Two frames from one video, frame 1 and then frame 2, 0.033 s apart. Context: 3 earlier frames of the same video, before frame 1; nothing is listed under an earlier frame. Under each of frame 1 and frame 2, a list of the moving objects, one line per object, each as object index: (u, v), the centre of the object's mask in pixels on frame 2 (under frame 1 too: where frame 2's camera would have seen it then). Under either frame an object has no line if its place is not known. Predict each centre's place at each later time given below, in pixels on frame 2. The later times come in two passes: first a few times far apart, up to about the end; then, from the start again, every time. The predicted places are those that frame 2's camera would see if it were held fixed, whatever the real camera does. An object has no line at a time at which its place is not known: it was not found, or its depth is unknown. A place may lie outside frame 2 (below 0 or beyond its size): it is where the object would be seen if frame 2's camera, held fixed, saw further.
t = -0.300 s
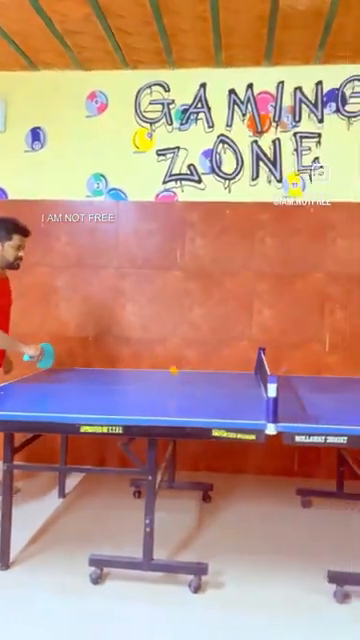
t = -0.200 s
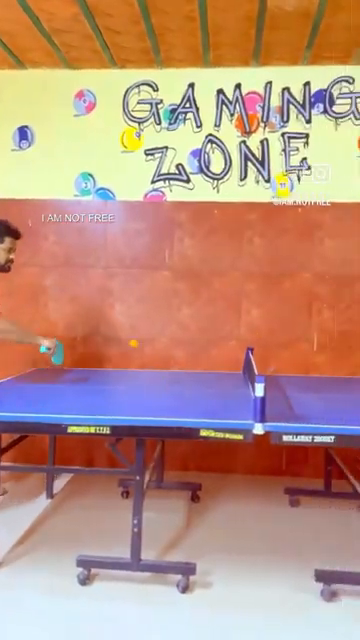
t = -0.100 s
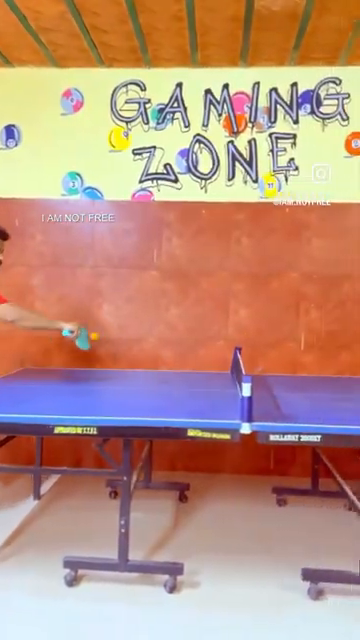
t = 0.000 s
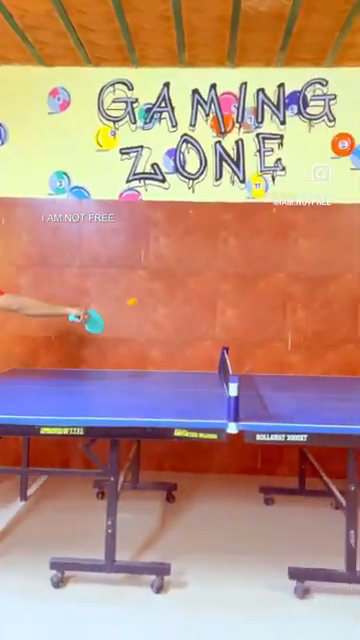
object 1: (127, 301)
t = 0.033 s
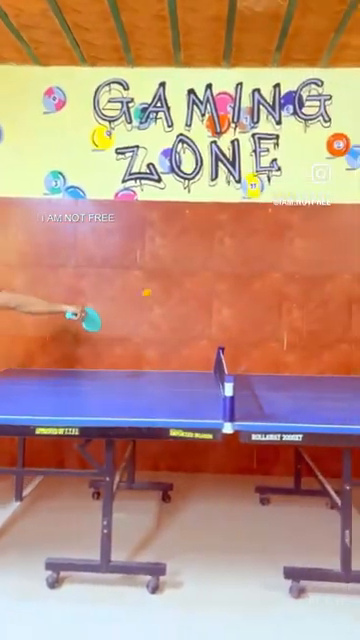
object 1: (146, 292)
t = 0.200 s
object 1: (243, 278)
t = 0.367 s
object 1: (346, 316)
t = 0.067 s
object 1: (165, 286)
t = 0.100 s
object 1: (185, 280)
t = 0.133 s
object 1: (204, 278)
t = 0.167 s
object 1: (224, 277)
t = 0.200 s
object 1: (243, 278)
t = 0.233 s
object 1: (263, 281)
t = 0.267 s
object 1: (284, 286)
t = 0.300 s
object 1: (304, 294)
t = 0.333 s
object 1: (325, 303)
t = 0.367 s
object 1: (346, 316)
